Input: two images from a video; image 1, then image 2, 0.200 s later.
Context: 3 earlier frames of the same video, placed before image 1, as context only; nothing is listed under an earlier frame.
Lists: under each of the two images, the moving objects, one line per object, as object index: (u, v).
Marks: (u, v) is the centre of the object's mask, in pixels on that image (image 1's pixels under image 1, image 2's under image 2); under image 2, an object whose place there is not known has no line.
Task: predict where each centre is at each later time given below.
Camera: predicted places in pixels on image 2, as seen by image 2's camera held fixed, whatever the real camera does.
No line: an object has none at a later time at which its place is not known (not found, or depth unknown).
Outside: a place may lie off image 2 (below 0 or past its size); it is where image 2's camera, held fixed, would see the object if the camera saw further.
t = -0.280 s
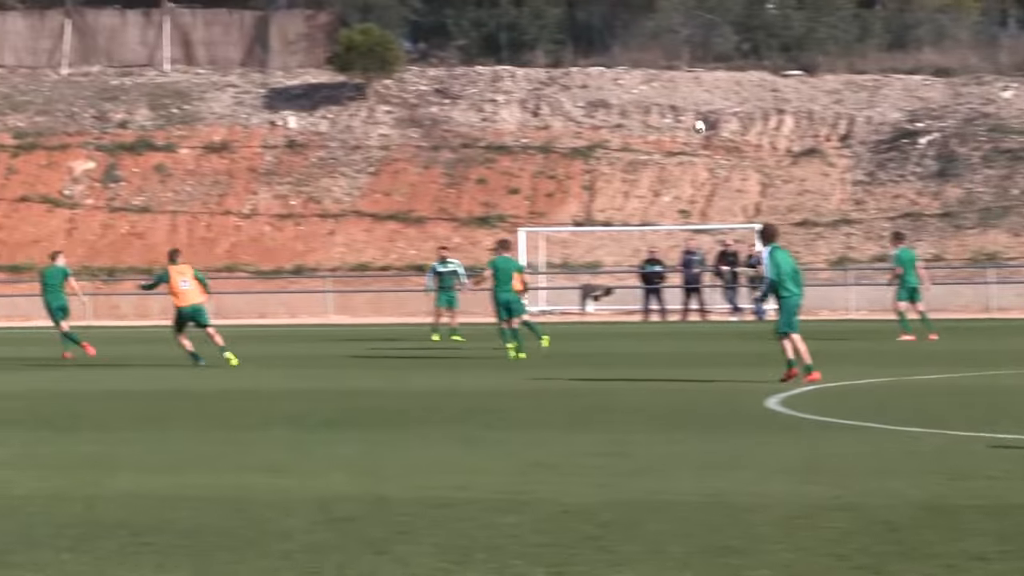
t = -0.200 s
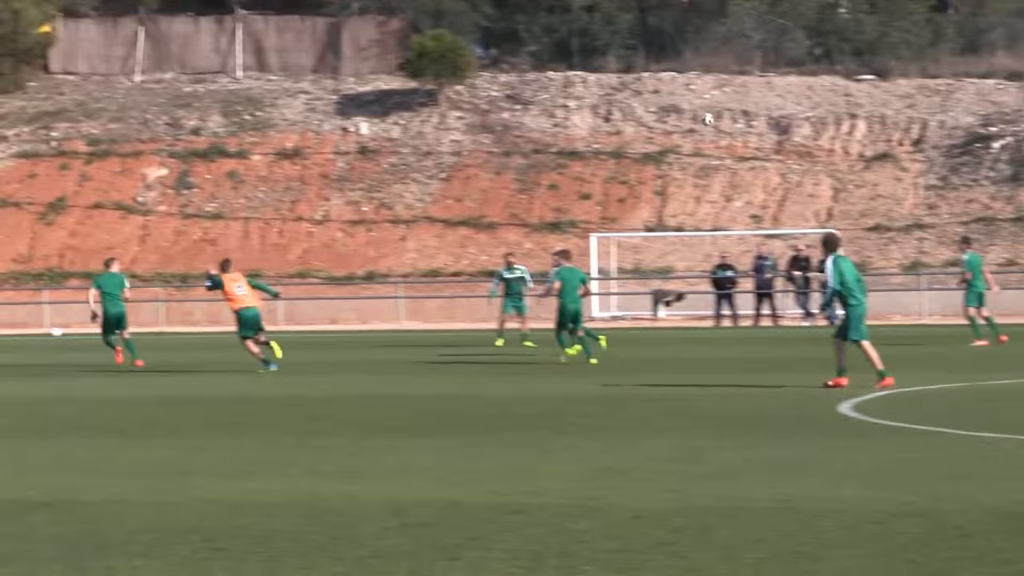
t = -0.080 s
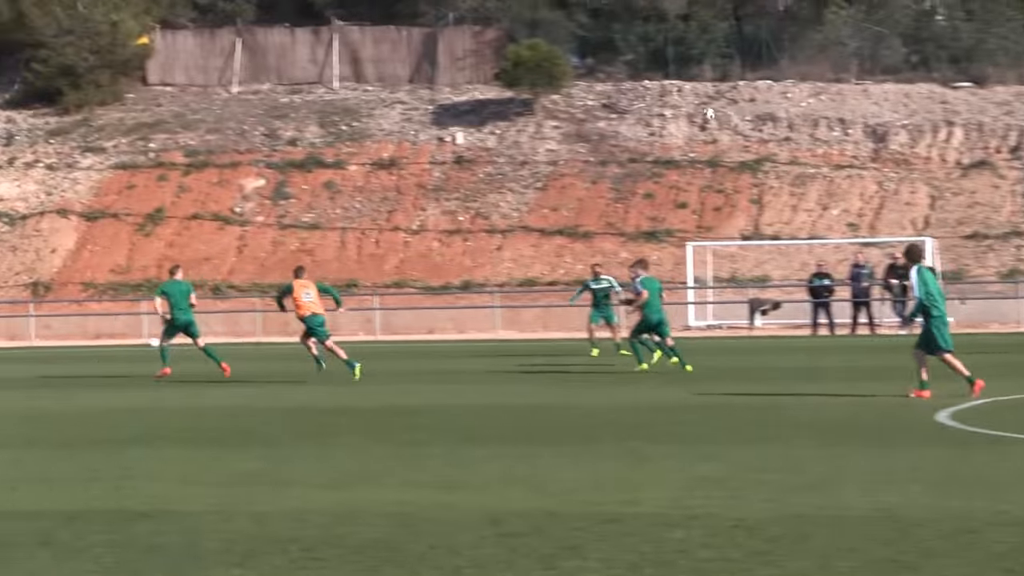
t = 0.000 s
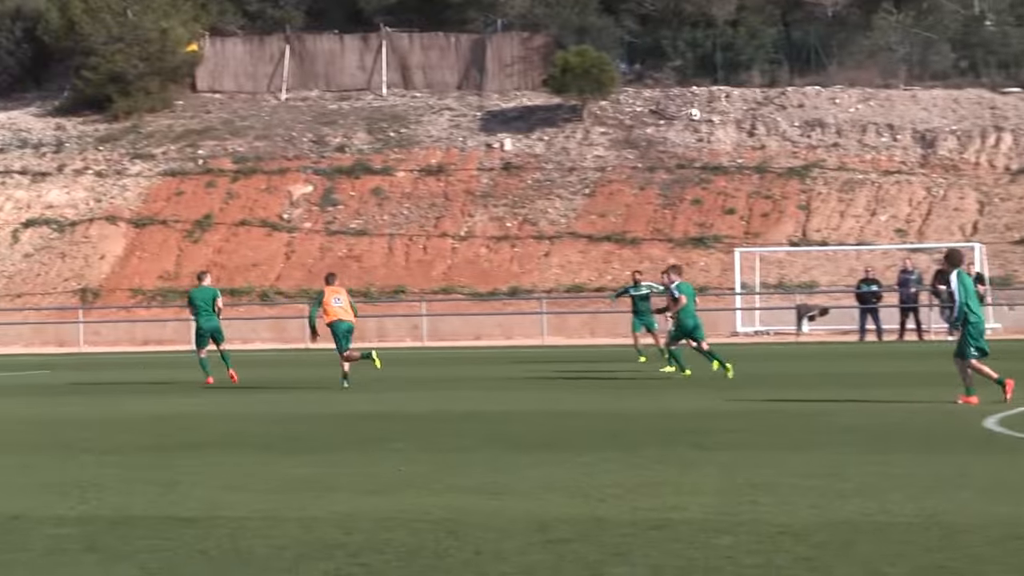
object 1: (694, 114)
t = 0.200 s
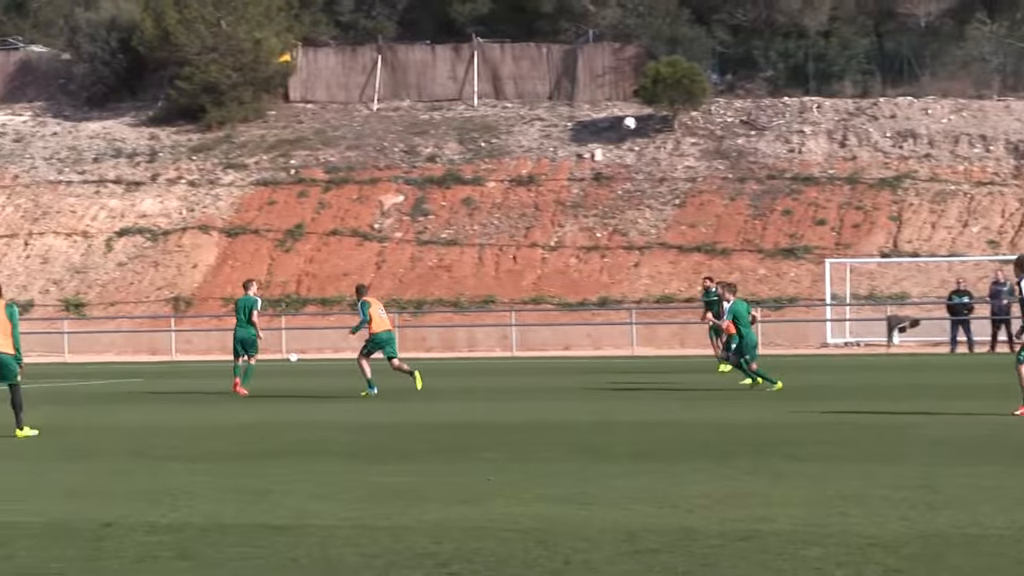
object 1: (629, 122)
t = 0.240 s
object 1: (599, 124)
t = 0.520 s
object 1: (385, 155)
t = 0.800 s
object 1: (166, 222)
